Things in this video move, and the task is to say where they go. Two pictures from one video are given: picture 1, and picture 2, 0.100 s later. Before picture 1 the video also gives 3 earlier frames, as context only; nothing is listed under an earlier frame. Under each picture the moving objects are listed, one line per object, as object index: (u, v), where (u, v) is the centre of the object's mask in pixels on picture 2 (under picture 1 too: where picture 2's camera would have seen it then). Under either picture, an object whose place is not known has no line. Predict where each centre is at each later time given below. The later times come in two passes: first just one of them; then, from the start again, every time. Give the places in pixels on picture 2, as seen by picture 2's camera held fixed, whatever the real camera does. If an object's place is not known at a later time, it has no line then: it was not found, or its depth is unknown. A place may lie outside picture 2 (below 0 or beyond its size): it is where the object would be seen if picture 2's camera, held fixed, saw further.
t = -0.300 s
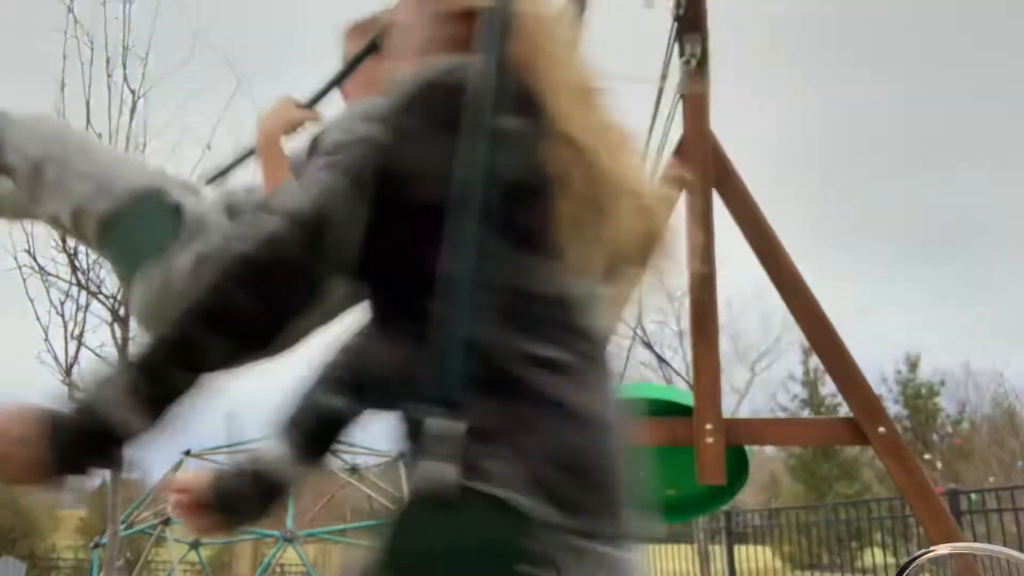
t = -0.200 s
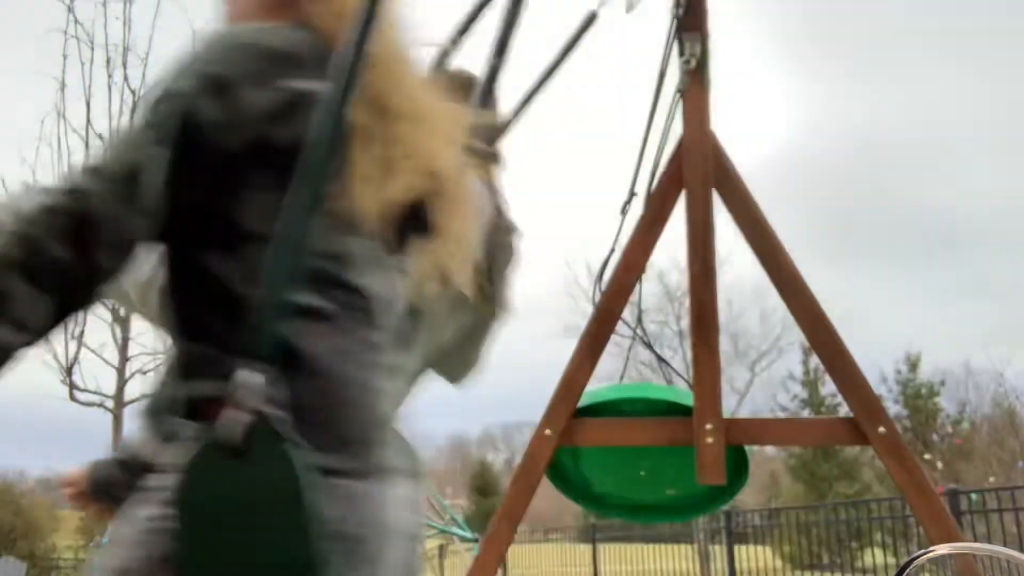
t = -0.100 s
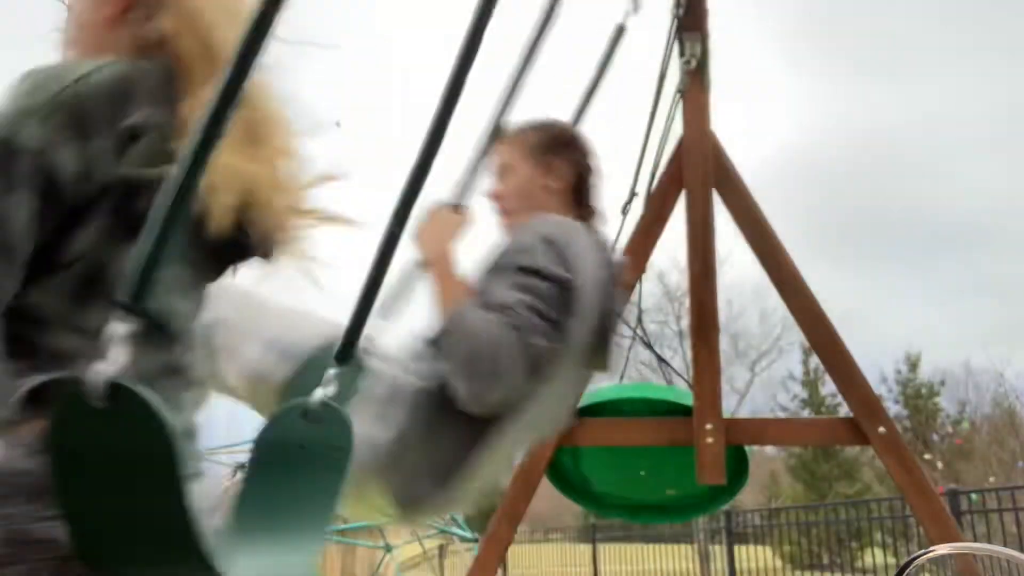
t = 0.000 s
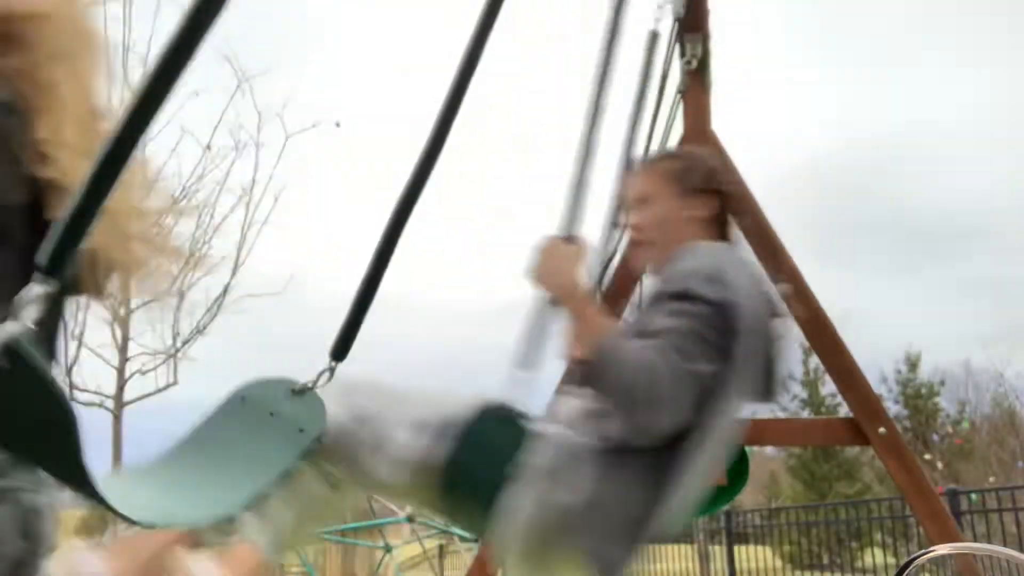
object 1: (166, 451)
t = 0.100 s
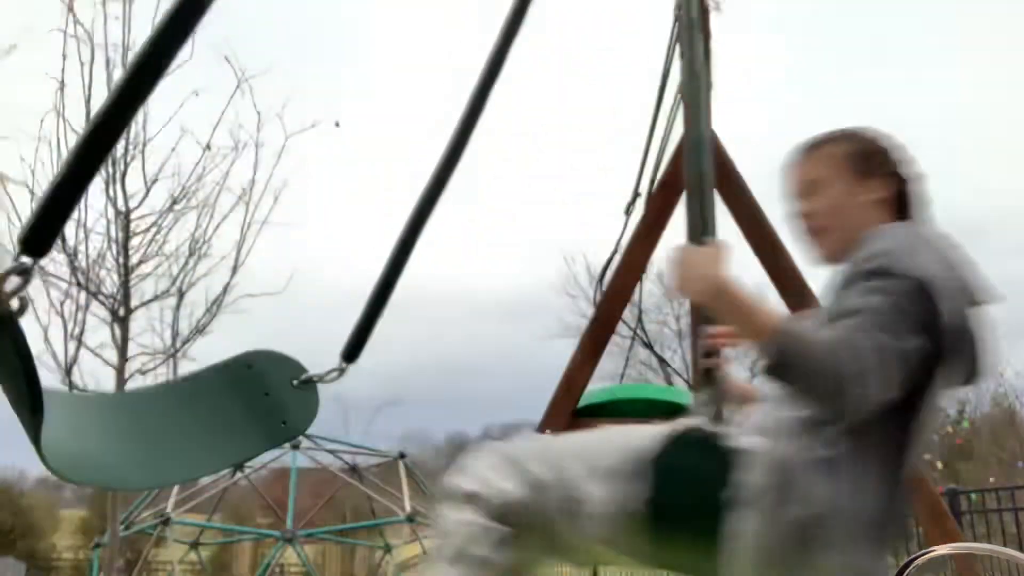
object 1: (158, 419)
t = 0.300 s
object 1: (241, 460)
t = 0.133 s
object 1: (158, 413)
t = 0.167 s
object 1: (164, 413)
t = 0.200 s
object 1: (175, 417)
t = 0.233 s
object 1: (188, 424)
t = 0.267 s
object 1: (211, 440)
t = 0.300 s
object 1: (241, 460)
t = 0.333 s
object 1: (276, 481)
